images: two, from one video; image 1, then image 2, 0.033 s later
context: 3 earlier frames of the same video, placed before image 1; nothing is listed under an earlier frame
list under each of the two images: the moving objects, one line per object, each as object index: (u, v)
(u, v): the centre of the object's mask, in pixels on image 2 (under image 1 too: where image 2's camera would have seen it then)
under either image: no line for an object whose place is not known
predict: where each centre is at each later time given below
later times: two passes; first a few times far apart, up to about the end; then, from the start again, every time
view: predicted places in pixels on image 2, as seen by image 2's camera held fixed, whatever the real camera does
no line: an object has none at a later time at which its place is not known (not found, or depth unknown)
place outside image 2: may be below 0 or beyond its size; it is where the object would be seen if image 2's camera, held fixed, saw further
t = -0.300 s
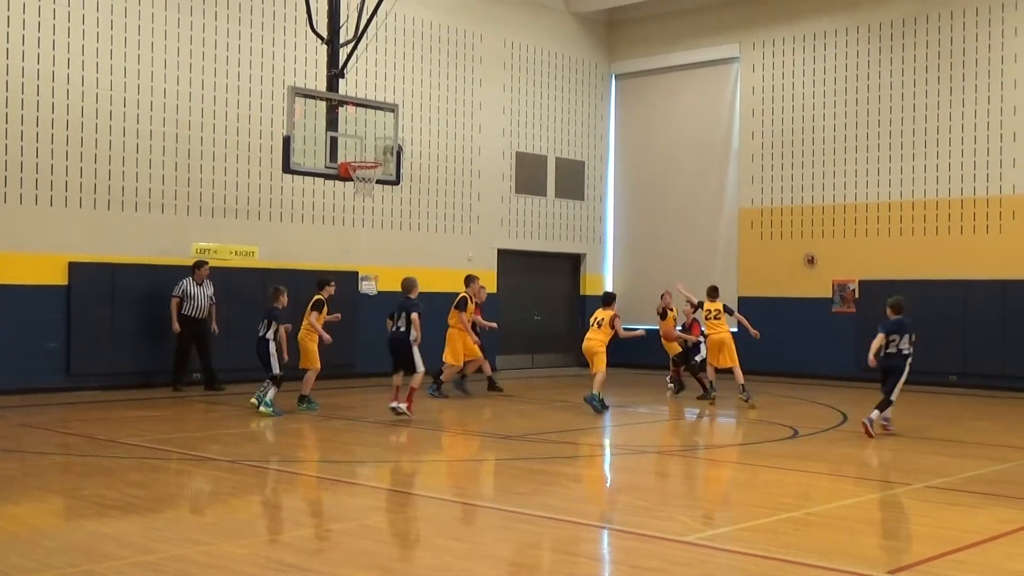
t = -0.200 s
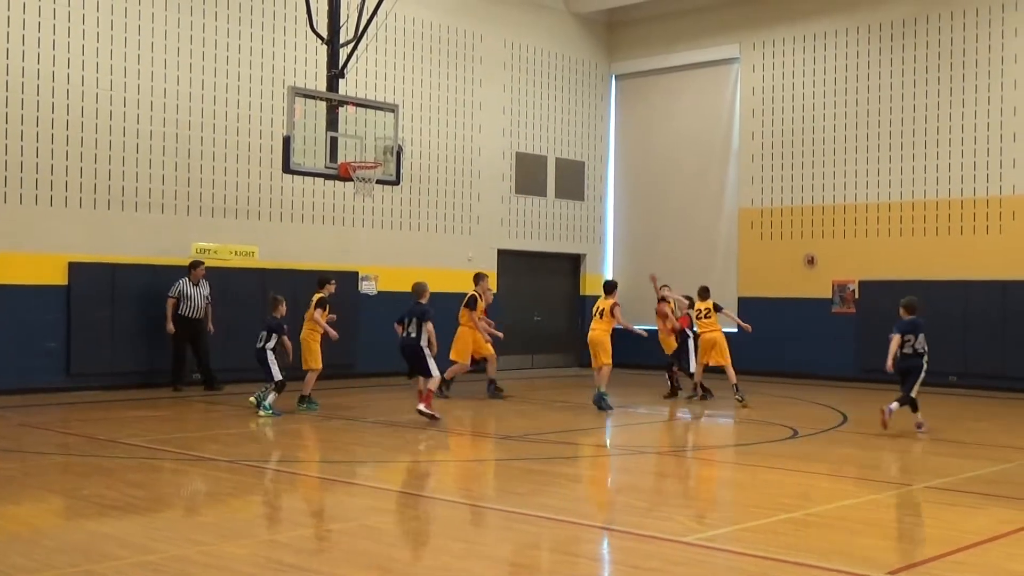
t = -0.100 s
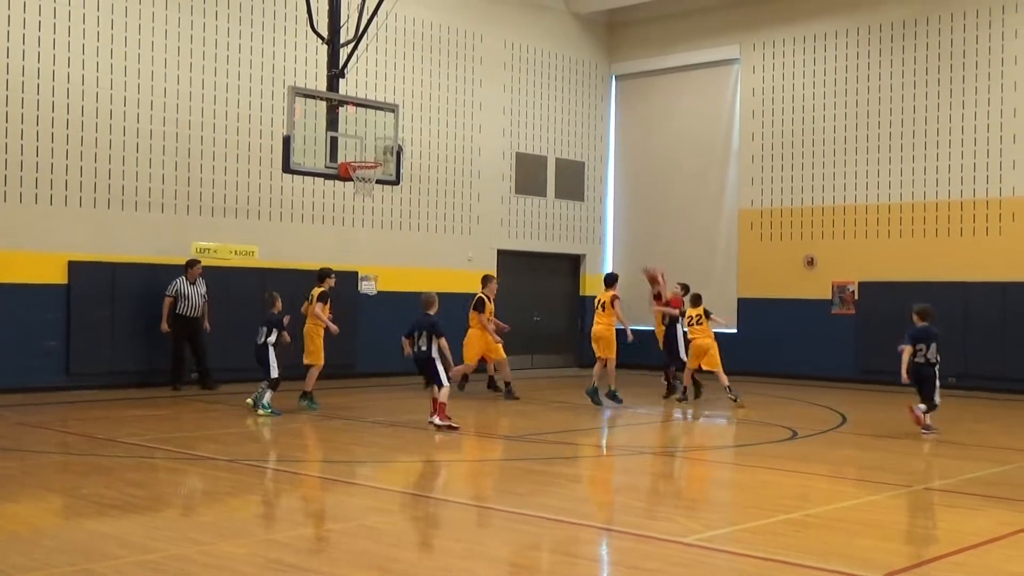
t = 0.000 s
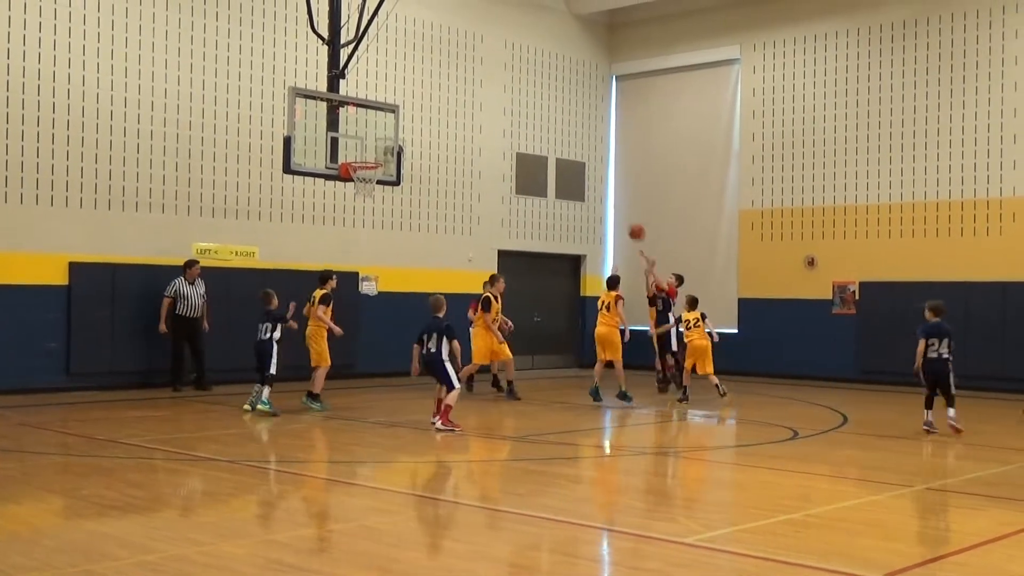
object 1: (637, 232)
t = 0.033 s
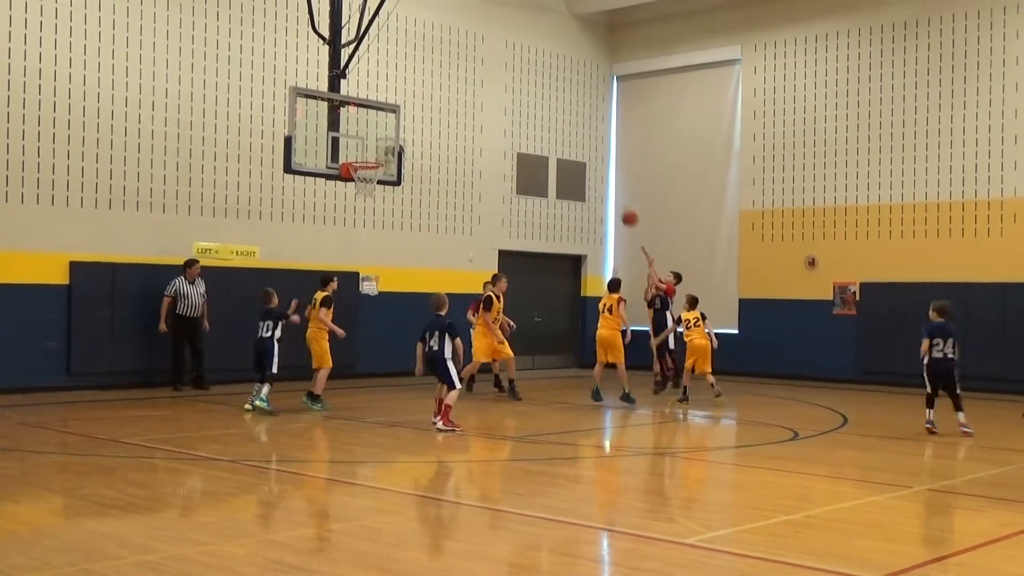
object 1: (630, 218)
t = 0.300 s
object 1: (566, 129)
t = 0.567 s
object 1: (501, 91)
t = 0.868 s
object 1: (425, 109)
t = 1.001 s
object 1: (391, 138)
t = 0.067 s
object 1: (622, 204)
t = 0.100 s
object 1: (614, 192)
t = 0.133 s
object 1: (605, 178)
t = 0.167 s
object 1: (598, 168)
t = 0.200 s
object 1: (590, 157)
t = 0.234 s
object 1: (582, 146)
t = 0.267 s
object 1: (574, 138)
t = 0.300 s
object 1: (566, 129)
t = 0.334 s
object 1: (558, 122)
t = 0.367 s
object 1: (549, 115)
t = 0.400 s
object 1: (541, 109)
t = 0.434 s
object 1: (533, 104)
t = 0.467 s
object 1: (525, 99)
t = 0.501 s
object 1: (517, 96)
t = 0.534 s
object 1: (509, 93)
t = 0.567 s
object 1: (501, 91)
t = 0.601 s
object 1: (493, 89)
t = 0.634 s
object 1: (484, 89)
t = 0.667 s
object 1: (476, 89)
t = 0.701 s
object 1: (468, 90)
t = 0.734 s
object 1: (459, 93)
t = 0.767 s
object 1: (451, 95)
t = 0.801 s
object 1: (442, 99)
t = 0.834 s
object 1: (434, 103)
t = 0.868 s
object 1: (425, 109)
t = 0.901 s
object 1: (417, 115)
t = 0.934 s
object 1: (408, 121)
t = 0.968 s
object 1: (400, 130)
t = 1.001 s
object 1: (391, 138)
